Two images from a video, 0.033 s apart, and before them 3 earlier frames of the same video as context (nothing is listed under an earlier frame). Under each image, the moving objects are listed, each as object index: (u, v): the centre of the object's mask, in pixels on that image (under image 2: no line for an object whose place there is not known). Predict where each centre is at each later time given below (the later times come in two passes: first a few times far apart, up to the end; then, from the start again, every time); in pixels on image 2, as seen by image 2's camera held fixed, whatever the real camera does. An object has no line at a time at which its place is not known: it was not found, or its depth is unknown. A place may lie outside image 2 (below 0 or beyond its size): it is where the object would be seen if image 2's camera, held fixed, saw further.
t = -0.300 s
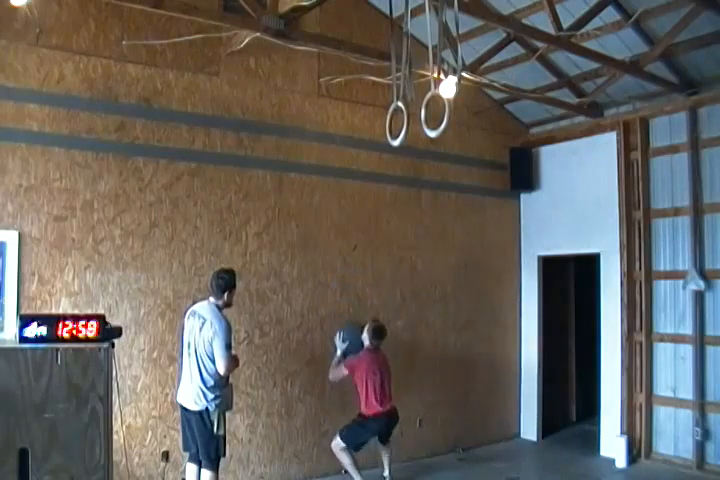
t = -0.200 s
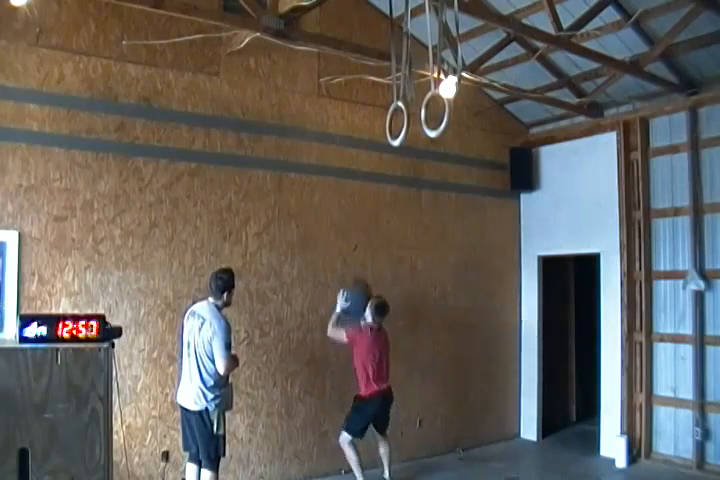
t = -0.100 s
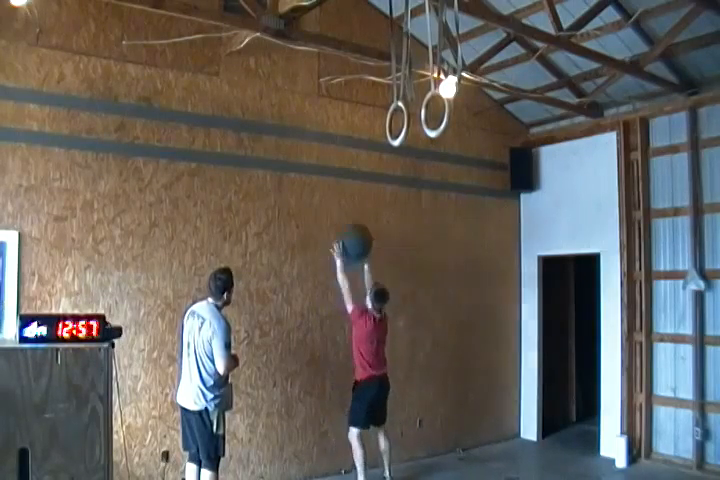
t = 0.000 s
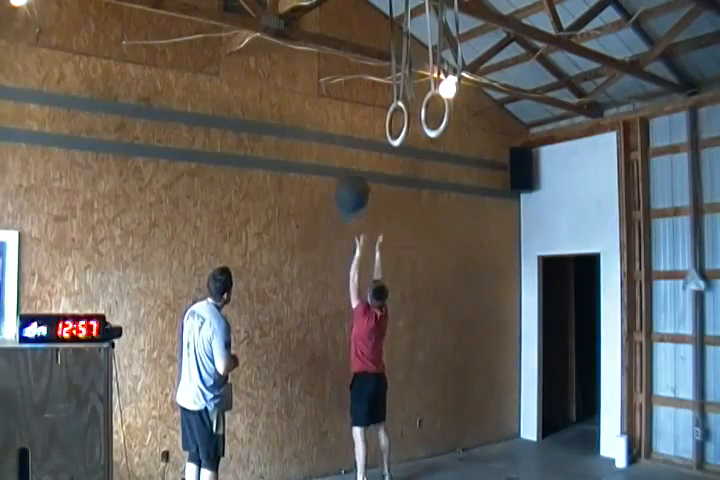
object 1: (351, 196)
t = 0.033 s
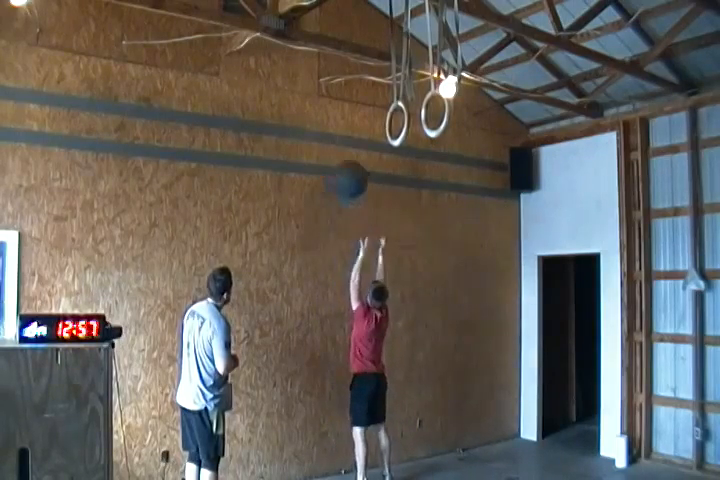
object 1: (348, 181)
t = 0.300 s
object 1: (341, 117)
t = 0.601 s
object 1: (349, 142)
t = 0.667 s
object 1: (350, 161)
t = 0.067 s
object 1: (349, 168)
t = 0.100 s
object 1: (349, 157)
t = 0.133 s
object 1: (347, 146)
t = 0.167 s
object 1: (346, 138)
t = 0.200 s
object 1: (345, 131)
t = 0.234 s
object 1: (343, 125)
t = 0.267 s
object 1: (342, 120)
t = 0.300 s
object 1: (341, 117)
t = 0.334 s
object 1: (341, 116)
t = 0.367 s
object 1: (341, 116)
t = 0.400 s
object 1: (341, 116)
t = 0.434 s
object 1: (344, 116)
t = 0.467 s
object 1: (345, 119)
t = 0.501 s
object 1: (346, 123)
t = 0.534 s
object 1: (347, 127)
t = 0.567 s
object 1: (347, 134)
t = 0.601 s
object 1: (349, 142)
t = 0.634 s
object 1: (348, 151)
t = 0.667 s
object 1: (350, 161)
